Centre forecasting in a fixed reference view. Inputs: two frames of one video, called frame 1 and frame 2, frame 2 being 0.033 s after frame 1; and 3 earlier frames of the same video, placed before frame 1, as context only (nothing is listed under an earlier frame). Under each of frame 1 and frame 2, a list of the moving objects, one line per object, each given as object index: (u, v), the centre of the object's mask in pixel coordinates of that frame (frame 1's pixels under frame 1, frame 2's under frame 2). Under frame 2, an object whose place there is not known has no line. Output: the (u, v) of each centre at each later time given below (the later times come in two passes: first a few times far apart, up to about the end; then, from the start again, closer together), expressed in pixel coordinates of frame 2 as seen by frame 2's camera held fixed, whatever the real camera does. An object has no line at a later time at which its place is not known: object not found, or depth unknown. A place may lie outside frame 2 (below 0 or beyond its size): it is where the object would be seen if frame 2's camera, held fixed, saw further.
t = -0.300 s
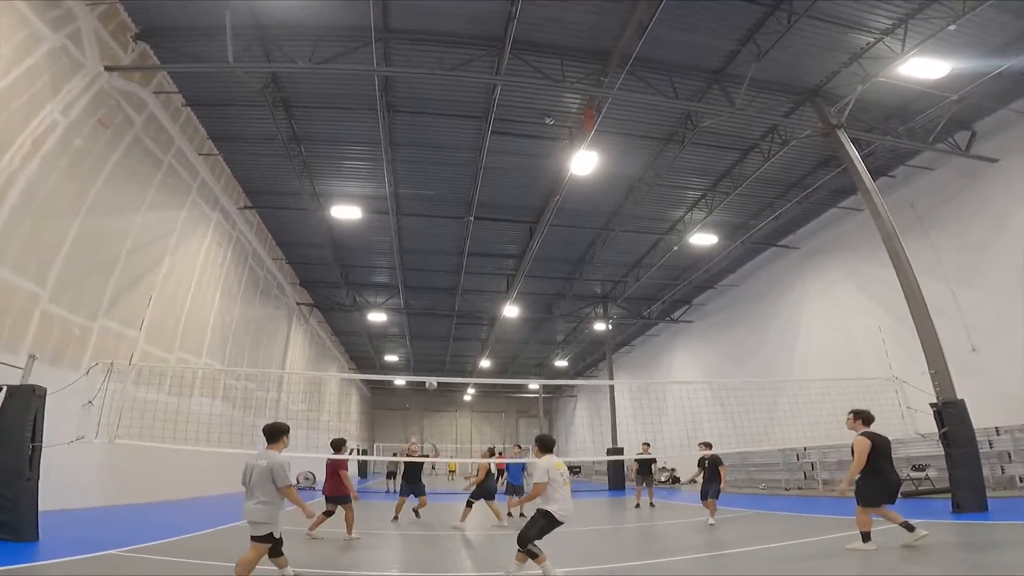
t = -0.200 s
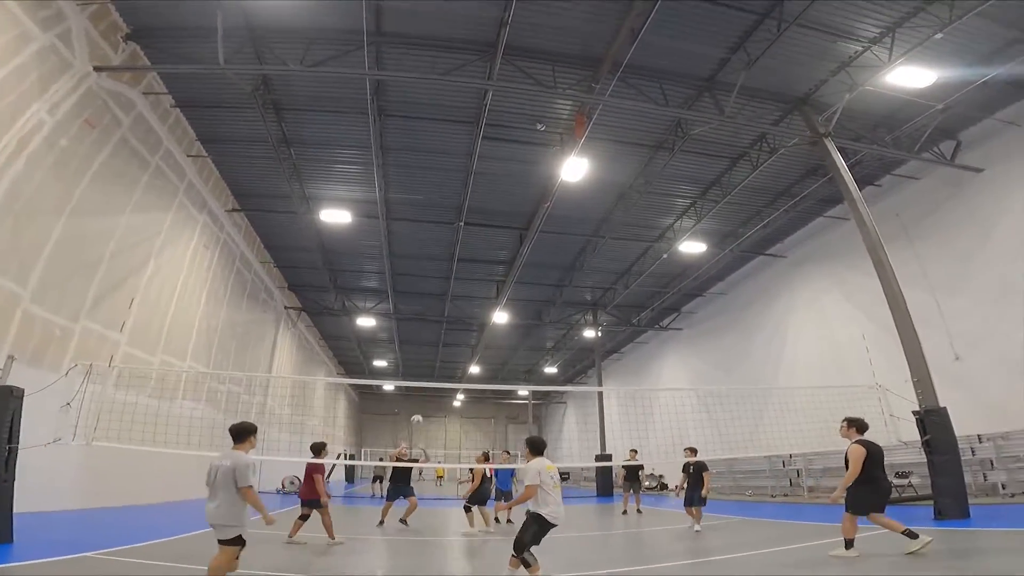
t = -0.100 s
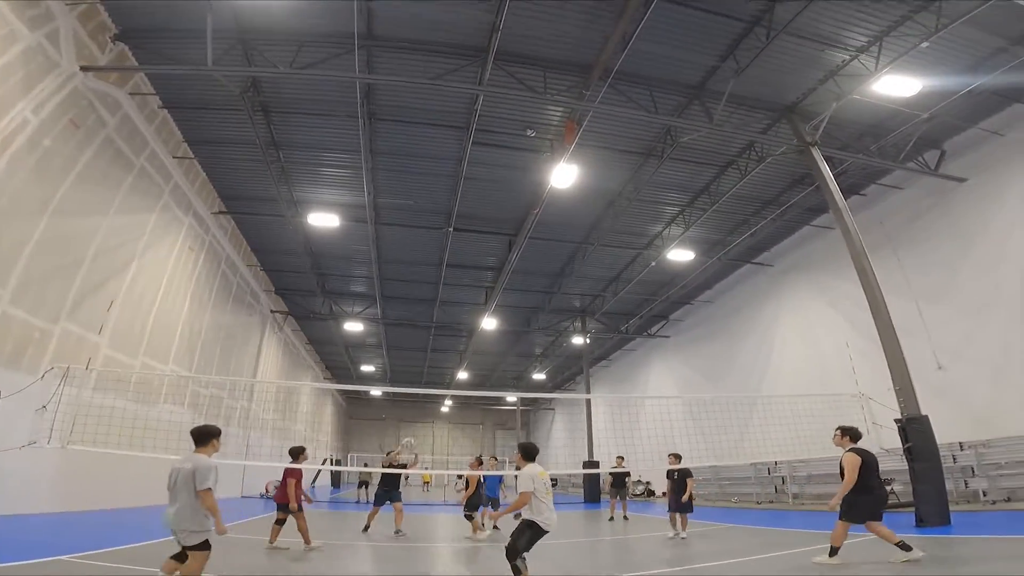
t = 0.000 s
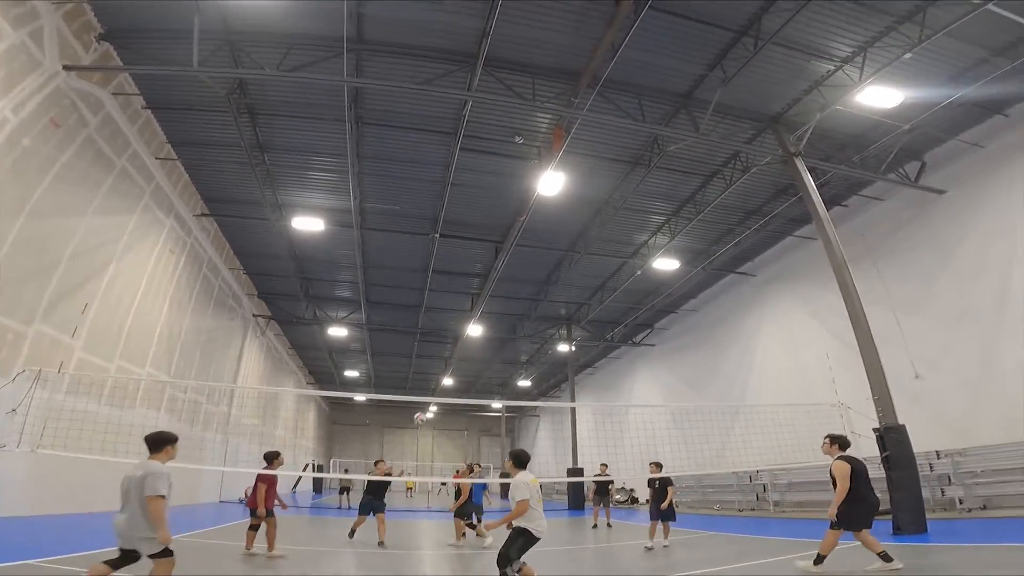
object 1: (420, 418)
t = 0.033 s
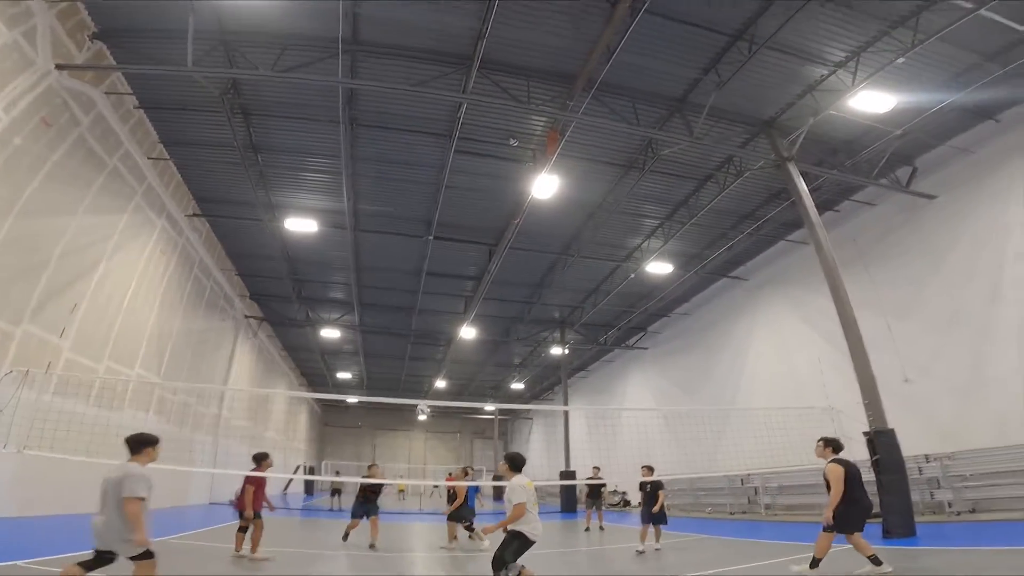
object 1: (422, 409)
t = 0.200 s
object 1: (477, 363)
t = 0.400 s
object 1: (555, 311)
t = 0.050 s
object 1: (428, 405)
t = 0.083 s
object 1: (438, 395)
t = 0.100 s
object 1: (443, 391)
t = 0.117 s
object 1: (450, 386)
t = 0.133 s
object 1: (454, 382)
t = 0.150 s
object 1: (460, 377)
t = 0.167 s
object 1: (466, 372)
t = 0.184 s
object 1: (471, 368)
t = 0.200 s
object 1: (477, 363)
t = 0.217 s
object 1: (484, 359)
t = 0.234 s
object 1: (489, 354)
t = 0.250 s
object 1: (496, 349)
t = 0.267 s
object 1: (502, 345)
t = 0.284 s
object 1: (509, 340)
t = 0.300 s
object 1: (515, 336)
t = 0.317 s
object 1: (521, 332)
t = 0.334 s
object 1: (528, 328)
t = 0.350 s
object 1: (535, 324)
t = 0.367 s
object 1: (542, 319)
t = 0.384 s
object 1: (548, 315)
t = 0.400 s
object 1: (555, 311)
